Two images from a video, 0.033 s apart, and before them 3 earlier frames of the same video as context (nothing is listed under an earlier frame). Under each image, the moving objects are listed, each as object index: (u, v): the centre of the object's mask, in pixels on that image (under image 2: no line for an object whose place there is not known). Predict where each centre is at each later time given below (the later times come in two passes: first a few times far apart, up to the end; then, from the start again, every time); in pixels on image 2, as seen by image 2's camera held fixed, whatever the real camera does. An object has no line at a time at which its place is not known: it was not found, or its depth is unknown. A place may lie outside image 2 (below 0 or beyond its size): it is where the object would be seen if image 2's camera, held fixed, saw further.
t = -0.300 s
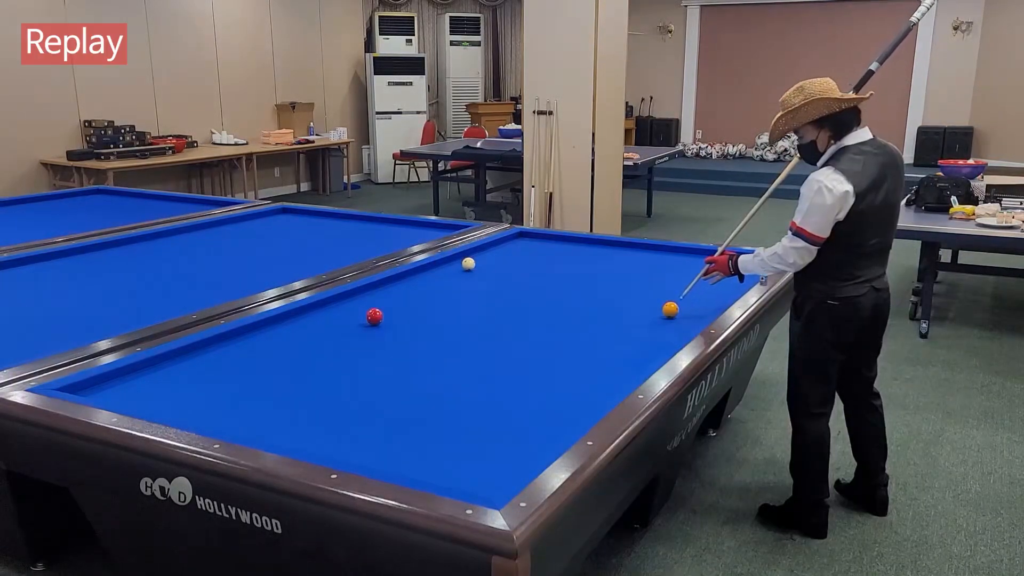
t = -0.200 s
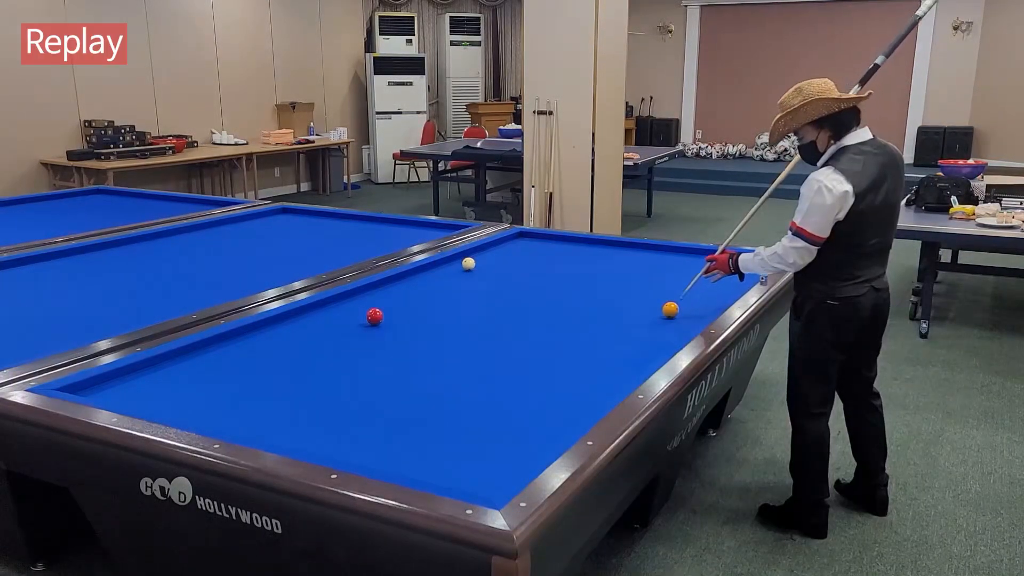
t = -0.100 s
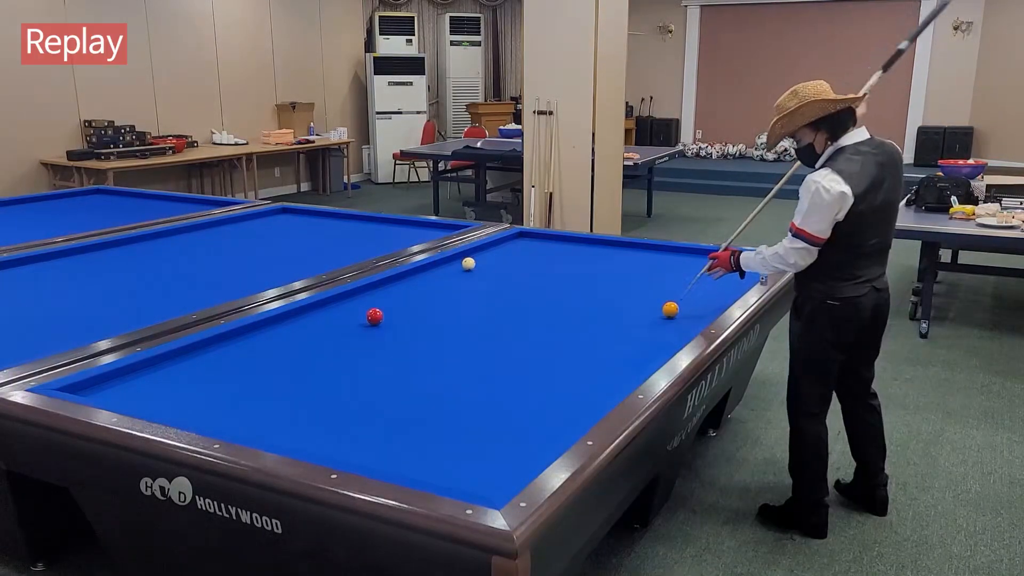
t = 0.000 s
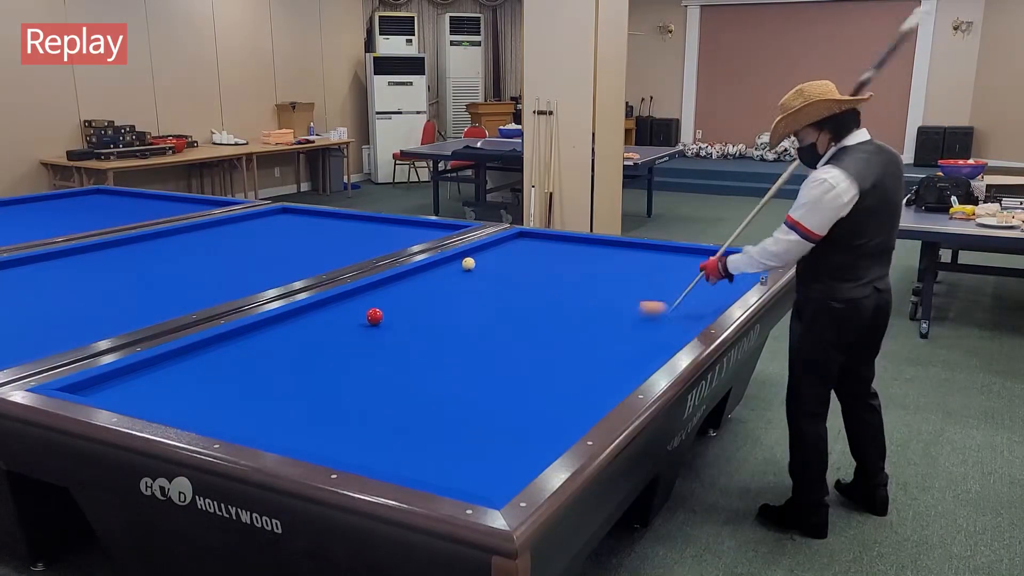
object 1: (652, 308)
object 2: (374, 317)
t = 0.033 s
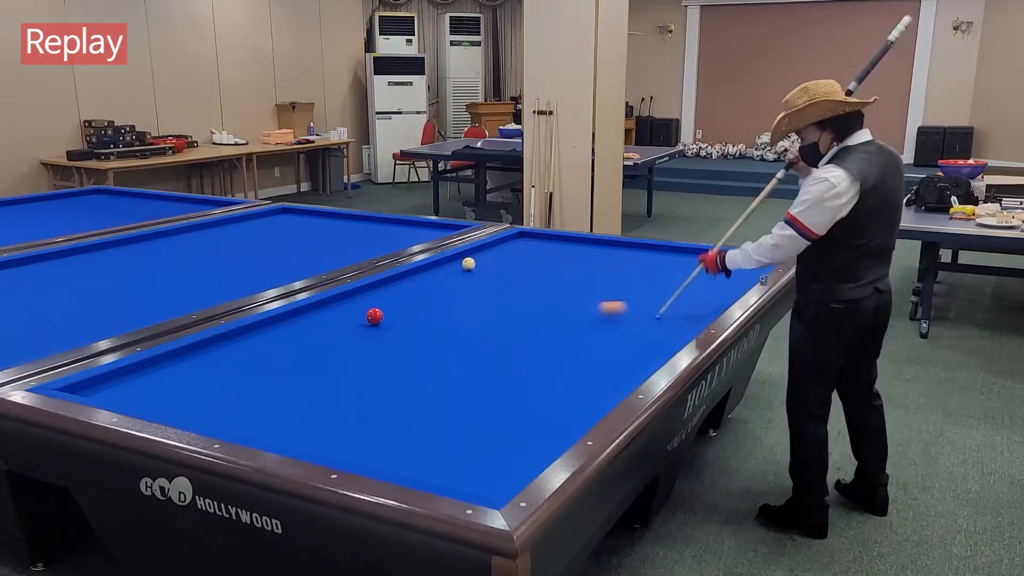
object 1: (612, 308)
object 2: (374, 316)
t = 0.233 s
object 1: (385, 320)
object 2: (359, 314)
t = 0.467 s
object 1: (326, 351)
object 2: (381, 329)
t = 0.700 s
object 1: (252, 390)
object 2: (498, 359)
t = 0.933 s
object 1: (238, 410)
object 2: (597, 385)
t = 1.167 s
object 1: (330, 390)
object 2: (492, 368)
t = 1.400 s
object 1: (402, 376)
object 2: (417, 357)
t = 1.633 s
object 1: (467, 363)
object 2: (349, 348)
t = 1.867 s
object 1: (526, 351)
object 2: (286, 340)
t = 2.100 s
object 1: (580, 341)
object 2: (241, 333)
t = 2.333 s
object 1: (629, 331)
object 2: (275, 340)
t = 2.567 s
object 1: (675, 322)
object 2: (305, 346)
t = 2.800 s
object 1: (695, 312)
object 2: (336, 352)
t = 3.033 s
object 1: (693, 301)
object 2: (367, 359)
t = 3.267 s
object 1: (690, 291)
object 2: (399, 365)
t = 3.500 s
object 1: (688, 282)
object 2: (432, 372)
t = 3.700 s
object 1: (687, 275)
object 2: (460, 377)
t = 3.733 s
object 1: (687, 274)
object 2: (465, 378)
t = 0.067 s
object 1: (572, 311)
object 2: (374, 316)
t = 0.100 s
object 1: (531, 311)
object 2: (374, 316)
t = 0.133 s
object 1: (491, 313)
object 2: (374, 316)
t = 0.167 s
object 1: (450, 315)
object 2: (374, 316)
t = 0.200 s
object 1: (410, 317)
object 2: (374, 316)
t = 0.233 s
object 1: (385, 320)
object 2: (359, 314)
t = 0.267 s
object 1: (377, 325)
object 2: (329, 311)
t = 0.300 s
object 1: (368, 329)
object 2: (301, 310)
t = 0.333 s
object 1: (360, 333)
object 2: (314, 313)
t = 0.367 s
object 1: (352, 337)
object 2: (331, 317)
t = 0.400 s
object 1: (344, 342)
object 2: (348, 321)
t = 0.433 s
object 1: (335, 347)
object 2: (364, 325)
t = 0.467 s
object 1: (326, 351)
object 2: (381, 329)
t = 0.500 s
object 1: (317, 356)
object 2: (398, 334)
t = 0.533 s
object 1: (307, 361)
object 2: (415, 338)
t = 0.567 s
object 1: (296, 367)
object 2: (431, 342)
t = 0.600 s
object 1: (286, 372)
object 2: (448, 346)
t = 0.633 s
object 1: (275, 378)
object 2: (465, 350)
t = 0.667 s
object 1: (264, 384)
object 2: (481, 355)
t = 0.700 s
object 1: (252, 390)
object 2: (498, 359)
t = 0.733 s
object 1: (240, 397)
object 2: (516, 363)
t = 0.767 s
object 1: (227, 403)
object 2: (533, 367)
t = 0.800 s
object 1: (214, 410)
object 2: (551, 372)
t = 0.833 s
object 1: (202, 415)
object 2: (570, 377)
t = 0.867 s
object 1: (204, 417)
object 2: (590, 381)
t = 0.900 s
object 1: (221, 414)
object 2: (608, 386)
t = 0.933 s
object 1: (238, 410)
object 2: (597, 385)
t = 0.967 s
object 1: (254, 406)
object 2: (579, 382)
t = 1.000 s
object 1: (268, 403)
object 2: (563, 379)
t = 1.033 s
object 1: (282, 400)
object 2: (547, 377)
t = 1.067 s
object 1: (295, 397)
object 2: (532, 374)
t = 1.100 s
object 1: (307, 395)
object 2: (517, 372)
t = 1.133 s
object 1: (319, 392)
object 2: (504, 370)
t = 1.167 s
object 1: (330, 390)
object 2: (492, 368)
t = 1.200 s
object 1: (341, 388)
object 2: (480, 367)
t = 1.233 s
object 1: (351, 386)
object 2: (469, 365)
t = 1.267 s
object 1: (362, 384)
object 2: (458, 364)
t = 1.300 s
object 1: (372, 382)
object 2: (448, 362)
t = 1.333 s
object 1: (382, 380)
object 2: (437, 360)
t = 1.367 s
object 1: (393, 378)
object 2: (427, 359)
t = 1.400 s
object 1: (402, 376)
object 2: (417, 357)
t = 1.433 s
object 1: (412, 374)
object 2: (407, 356)
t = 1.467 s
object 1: (421, 372)
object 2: (397, 355)
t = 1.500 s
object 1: (431, 370)
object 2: (387, 353)
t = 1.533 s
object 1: (440, 368)
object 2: (378, 352)
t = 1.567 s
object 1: (449, 367)
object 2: (368, 351)
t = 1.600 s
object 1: (458, 365)
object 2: (359, 349)
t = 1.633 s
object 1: (467, 363)
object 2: (349, 348)
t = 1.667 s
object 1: (476, 361)
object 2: (340, 347)
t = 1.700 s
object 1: (485, 360)
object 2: (331, 346)
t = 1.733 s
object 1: (493, 358)
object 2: (322, 344)
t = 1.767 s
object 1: (502, 356)
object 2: (313, 343)
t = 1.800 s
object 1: (510, 355)
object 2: (304, 342)
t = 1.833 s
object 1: (518, 353)
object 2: (295, 341)
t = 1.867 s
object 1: (526, 351)
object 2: (286, 340)
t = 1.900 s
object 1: (534, 350)
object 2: (277, 338)
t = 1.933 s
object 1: (542, 348)
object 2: (269, 337)
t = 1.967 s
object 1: (550, 347)
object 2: (261, 336)
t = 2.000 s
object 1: (558, 345)
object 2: (252, 335)
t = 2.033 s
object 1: (566, 344)
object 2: (244, 333)
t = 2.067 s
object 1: (573, 342)
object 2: (236, 333)
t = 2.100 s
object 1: (580, 341)
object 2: (241, 333)
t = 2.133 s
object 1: (587, 339)
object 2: (247, 335)
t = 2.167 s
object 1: (595, 338)
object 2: (253, 336)
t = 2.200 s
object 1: (602, 336)
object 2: (258, 337)
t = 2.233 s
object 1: (609, 335)
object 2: (263, 337)
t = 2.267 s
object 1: (616, 334)
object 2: (266, 338)
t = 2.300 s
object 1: (623, 333)
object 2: (271, 339)
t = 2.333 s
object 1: (629, 331)
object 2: (275, 340)
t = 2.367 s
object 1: (636, 330)
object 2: (279, 341)
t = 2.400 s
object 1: (643, 329)
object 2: (284, 342)
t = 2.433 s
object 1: (650, 327)
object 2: (288, 343)
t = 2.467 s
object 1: (656, 326)
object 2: (292, 344)
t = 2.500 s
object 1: (662, 325)
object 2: (297, 344)
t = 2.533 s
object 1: (669, 324)
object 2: (301, 345)
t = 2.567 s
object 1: (675, 322)
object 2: (305, 346)
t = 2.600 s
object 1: (681, 321)
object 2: (310, 347)
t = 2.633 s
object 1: (687, 320)
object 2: (314, 348)
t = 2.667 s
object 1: (693, 318)
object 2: (318, 349)
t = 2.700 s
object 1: (696, 317)
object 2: (323, 350)
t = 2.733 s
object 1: (695, 315)
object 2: (327, 350)
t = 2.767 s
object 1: (695, 314)
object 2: (331, 351)
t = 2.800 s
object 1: (695, 312)
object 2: (336, 352)
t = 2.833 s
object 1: (694, 310)
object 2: (340, 353)
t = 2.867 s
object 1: (694, 309)
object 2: (345, 354)
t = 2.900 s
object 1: (694, 307)
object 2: (349, 355)
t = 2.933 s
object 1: (693, 306)
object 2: (353, 356)
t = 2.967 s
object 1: (693, 304)
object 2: (358, 357)
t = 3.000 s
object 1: (693, 303)
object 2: (363, 358)
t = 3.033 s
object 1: (693, 301)
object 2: (367, 359)
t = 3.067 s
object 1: (692, 300)
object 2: (372, 360)
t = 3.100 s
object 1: (692, 298)
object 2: (376, 360)
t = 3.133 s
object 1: (691, 297)
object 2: (381, 361)
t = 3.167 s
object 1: (691, 295)
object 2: (385, 362)
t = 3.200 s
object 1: (691, 294)
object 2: (390, 363)
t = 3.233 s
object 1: (691, 293)
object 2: (394, 364)
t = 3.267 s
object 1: (690, 291)
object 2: (399, 365)
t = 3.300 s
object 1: (690, 290)
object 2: (404, 366)
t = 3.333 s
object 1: (690, 289)
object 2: (408, 367)
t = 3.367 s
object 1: (690, 287)
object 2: (413, 368)
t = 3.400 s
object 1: (689, 286)
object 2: (417, 369)
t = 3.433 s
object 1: (689, 285)
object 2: (422, 370)
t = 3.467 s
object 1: (689, 283)
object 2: (427, 371)
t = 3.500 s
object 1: (688, 282)
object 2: (432, 372)
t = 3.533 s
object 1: (688, 281)
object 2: (436, 373)
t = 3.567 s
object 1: (688, 280)
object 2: (441, 374)
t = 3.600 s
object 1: (688, 279)
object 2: (446, 375)
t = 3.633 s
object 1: (688, 278)
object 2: (451, 376)
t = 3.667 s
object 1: (688, 277)
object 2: (456, 376)
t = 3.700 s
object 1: (687, 275)
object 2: (460, 377)
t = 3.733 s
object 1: (687, 274)
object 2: (465, 378)
